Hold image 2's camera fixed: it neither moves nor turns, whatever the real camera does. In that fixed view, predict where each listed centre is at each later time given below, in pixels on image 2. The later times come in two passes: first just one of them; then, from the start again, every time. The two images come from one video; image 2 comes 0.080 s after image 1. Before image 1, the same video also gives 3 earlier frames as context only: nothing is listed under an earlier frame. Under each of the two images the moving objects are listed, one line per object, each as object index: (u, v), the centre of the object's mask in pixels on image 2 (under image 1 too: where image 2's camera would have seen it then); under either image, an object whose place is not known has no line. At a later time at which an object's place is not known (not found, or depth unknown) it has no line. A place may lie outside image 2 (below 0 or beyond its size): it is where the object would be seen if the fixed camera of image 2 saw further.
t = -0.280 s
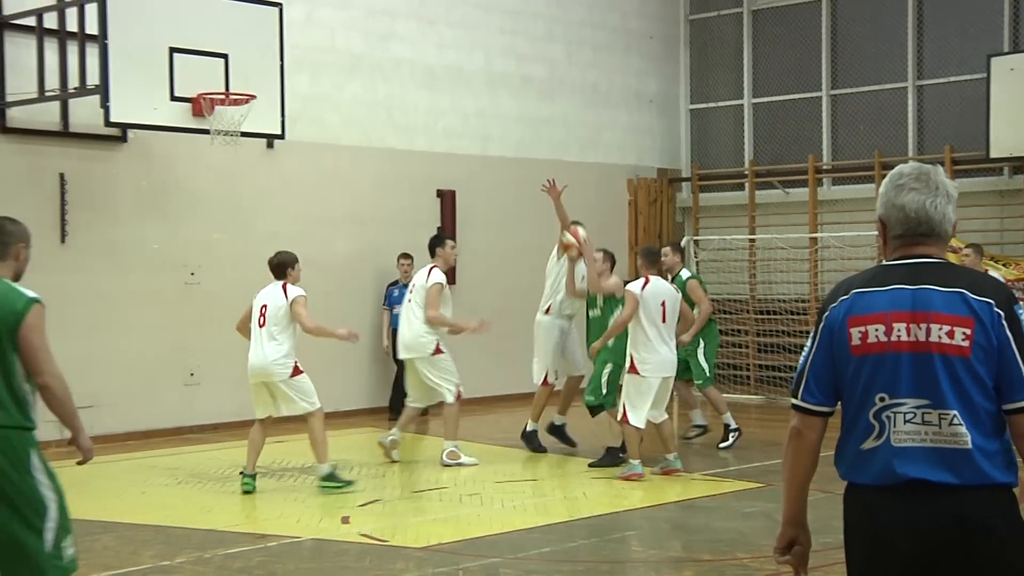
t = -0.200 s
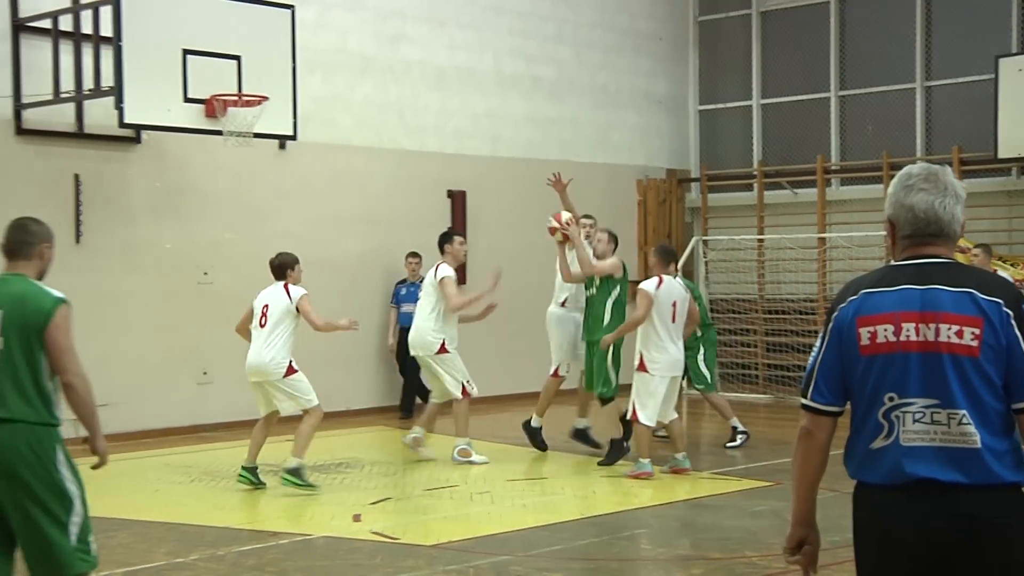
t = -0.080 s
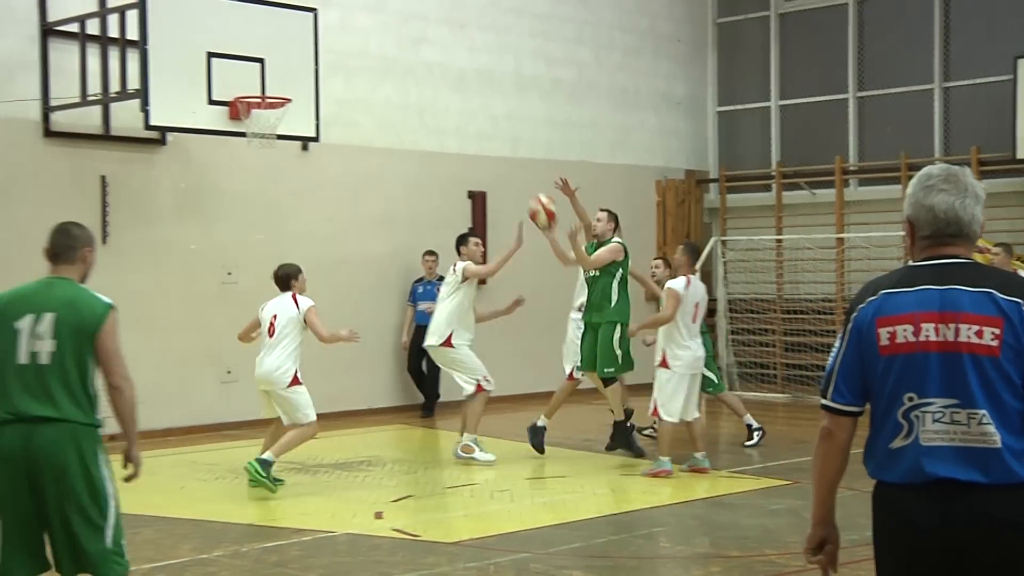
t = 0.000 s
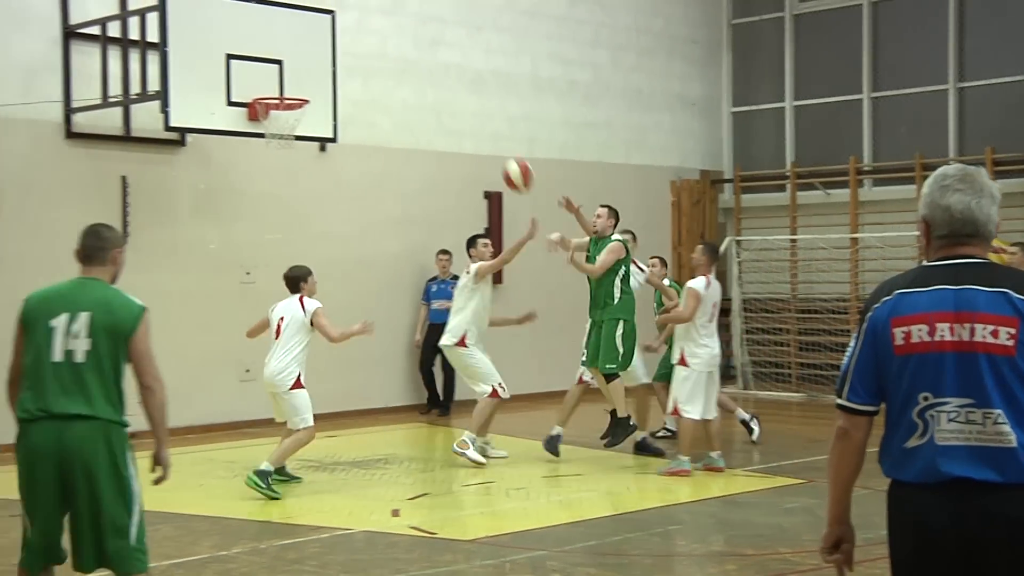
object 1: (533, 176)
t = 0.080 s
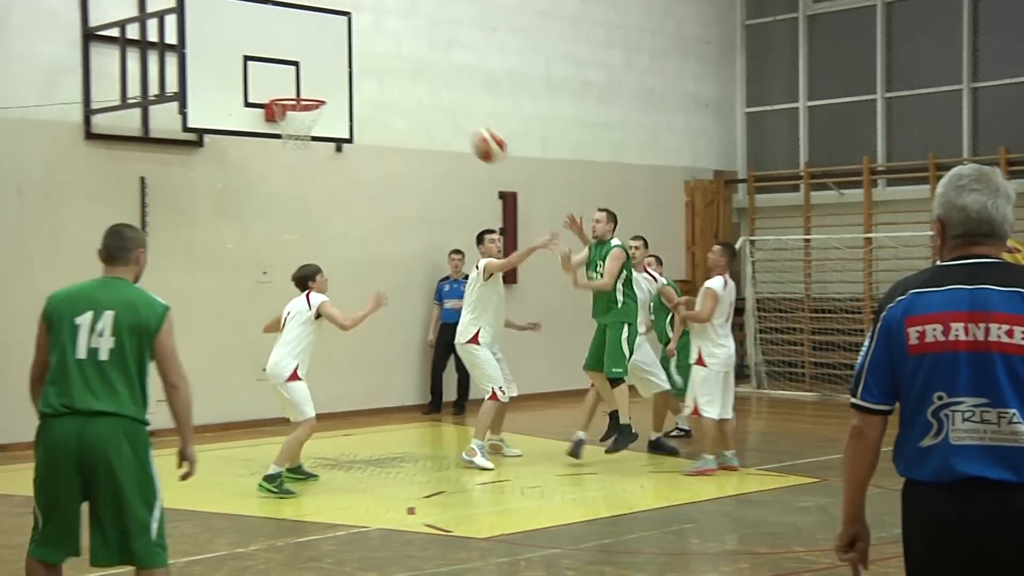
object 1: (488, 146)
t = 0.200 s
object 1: (411, 109)
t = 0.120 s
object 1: (465, 132)
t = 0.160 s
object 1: (439, 119)
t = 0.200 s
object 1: (411, 109)
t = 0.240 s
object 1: (383, 100)
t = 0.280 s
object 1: (351, 93)
